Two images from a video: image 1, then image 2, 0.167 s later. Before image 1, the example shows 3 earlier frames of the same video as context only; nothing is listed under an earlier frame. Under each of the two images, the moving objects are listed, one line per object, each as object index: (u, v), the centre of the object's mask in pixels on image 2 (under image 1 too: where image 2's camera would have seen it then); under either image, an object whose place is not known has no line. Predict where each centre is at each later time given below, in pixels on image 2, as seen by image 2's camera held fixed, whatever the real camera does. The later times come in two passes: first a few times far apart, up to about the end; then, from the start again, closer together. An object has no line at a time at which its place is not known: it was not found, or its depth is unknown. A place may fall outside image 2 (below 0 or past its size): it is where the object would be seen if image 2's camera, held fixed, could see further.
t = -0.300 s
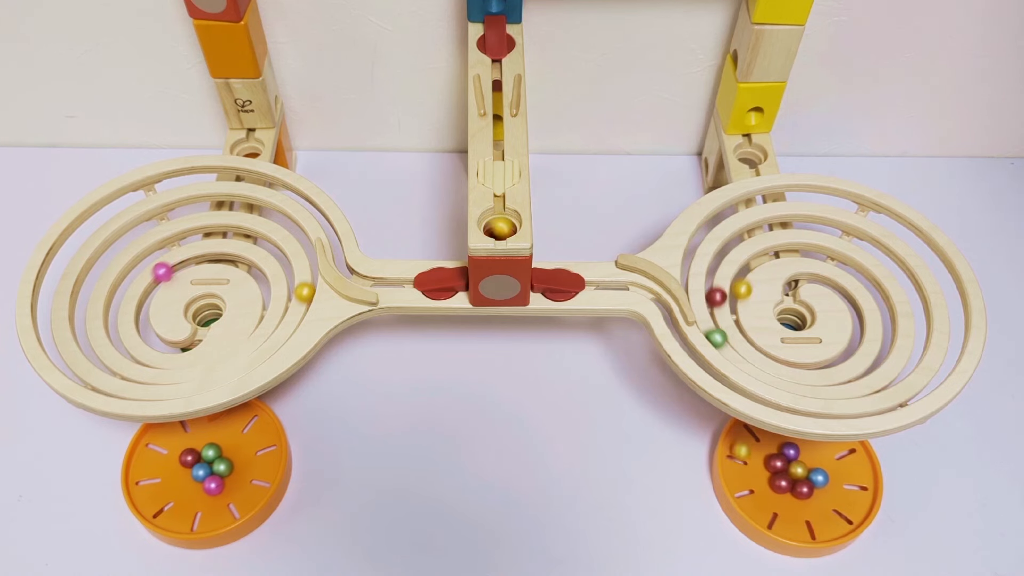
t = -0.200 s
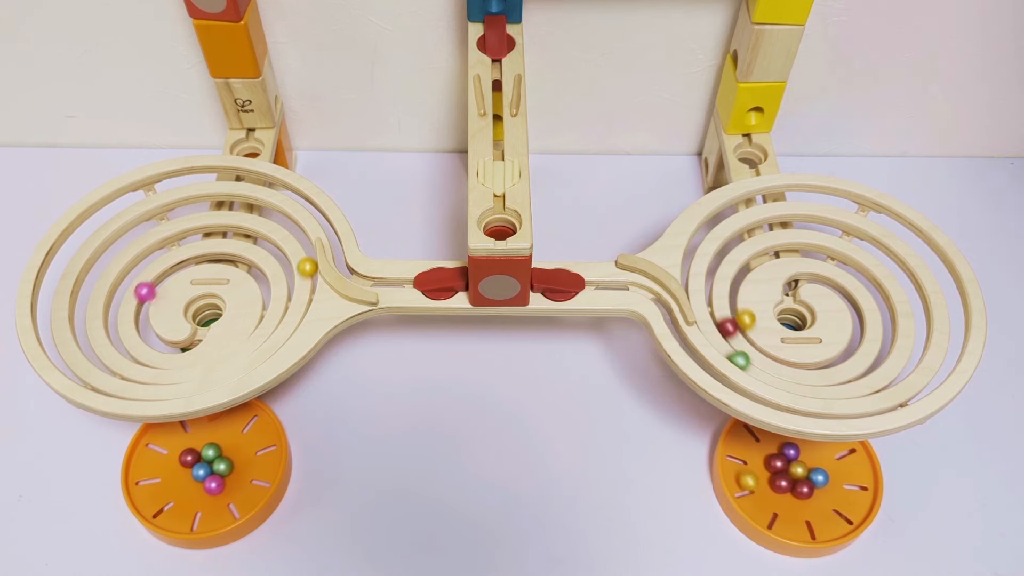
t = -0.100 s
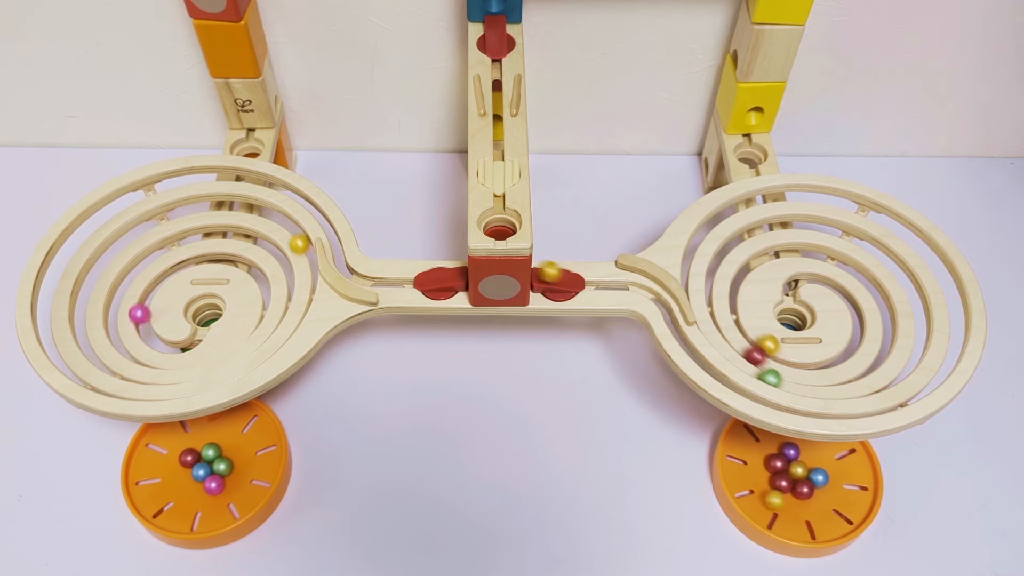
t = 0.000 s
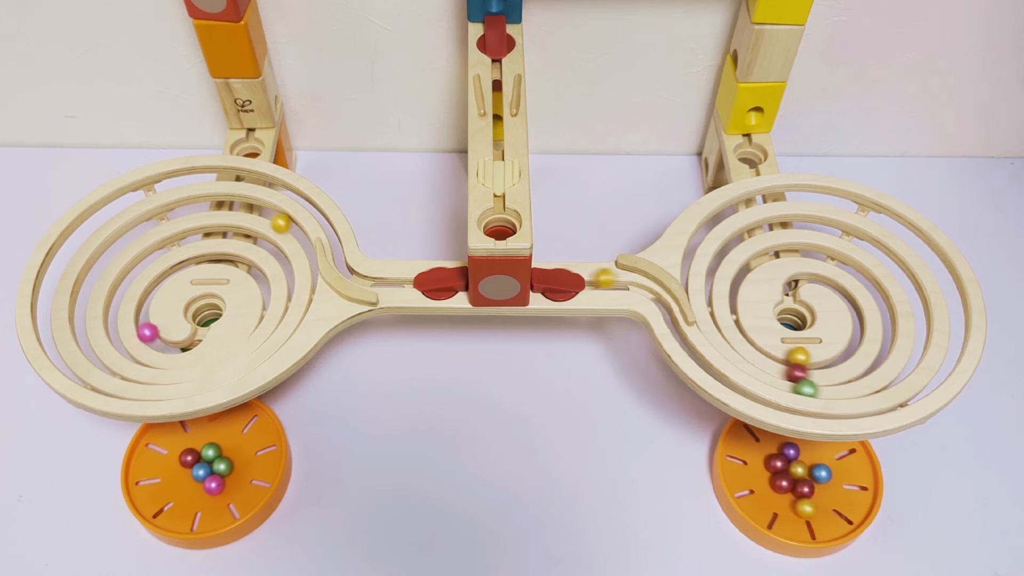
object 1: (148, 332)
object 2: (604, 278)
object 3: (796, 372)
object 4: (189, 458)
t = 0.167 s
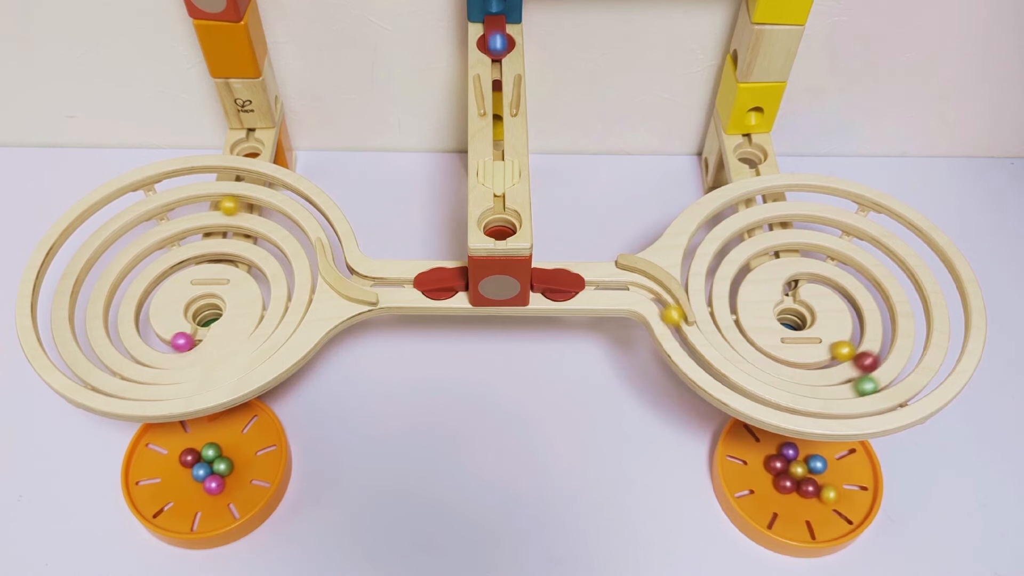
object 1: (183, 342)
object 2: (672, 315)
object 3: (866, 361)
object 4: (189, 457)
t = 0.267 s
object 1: (198, 328)
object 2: (696, 347)
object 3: (884, 329)
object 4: (189, 457)
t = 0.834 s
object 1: (142, 447)
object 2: (873, 404)
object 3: (739, 302)
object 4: (189, 456)
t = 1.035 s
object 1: (143, 496)
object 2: (928, 376)
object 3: (781, 352)
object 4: (190, 456)
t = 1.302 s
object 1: (192, 516)
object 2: (948, 297)
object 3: (850, 344)
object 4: (190, 456)
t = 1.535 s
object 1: (234, 480)
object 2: (896, 228)
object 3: (854, 298)
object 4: (188, 452)
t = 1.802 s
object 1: (240, 460)
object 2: (797, 195)
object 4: (185, 458)
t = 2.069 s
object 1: (235, 465)
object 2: (718, 220)
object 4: (182, 461)
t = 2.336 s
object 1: (235, 465)
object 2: (693, 287)
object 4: (182, 461)
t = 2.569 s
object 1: (235, 465)
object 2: (732, 353)
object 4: (182, 461)
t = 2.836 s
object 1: (235, 465)
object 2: (837, 390)
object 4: (182, 461)
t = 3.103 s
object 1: (235, 465)
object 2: (915, 337)
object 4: (182, 461)
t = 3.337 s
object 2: (885, 258)
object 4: (182, 461)
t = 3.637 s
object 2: (782, 224)
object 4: (183, 461)
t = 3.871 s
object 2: (725, 257)
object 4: (183, 461)
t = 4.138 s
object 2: (731, 332)
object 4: (183, 461)
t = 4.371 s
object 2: (818, 376)
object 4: (183, 460)
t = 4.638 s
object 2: (883, 315)
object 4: (183, 460)
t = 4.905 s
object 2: (788, 252)
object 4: (183, 459)
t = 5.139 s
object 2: (740, 300)
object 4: (179, 460)
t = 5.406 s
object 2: (799, 358)
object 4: (178, 461)
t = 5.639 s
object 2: (854, 340)
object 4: (178, 461)
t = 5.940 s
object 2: (837, 281)
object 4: (178, 461)
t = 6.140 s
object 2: (795, 279)
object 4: (178, 461)
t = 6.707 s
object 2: (746, 444)
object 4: (178, 461)
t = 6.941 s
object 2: (787, 512)
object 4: (178, 461)
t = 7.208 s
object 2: (827, 496)
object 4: (178, 461)
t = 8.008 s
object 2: (827, 495)
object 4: (178, 460)
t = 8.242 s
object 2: (832, 493)
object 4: (178, 460)
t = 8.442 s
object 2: (827, 495)
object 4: (178, 460)
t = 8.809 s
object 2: (827, 495)
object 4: (178, 460)
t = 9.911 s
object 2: (826, 492)
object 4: (178, 460)
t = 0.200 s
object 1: (189, 338)
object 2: (679, 326)
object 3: (875, 352)
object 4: (189, 457)
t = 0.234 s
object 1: (194, 334)
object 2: (687, 337)
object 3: (880, 341)
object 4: (189, 457)
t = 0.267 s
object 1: (198, 328)
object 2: (696, 347)
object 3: (884, 329)
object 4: (189, 457)
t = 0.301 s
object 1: (201, 322)
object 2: (705, 356)
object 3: (883, 317)
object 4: (189, 457)
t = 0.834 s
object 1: (142, 447)
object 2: (873, 404)
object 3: (739, 302)
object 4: (189, 456)
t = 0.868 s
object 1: (139, 456)
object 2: (883, 402)
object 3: (741, 312)
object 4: (189, 456)
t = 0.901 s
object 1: (137, 466)
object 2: (893, 398)
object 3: (745, 322)
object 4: (189, 456)
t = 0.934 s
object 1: (136, 475)
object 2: (903, 394)
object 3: (752, 332)
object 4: (189, 456)
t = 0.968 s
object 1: (137, 482)
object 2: (912, 389)
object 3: (761, 340)
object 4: (189, 456)
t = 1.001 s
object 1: (139, 489)
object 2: (921, 383)
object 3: (770, 347)
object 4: (189, 456)
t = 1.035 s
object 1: (143, 496)
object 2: (928, 376)
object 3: (781, 352)
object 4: (190, 456)
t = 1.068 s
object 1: (147, 502)
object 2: (936, 367)
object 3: (791, 356)
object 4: (190, 456)
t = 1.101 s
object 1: (152, 508)
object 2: (942, 359)
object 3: (801, 358)
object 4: (190, 456)
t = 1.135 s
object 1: (157, 511)
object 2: (946, 350)
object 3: (811, 359)
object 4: (190, 456)
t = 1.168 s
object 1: (163, 515)
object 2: (949, 340)
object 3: (821, 358)
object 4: (190, 456)
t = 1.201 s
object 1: (169, 516)
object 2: (951, 329)
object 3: (829, 356)
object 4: (190, 456)
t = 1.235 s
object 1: (176, 517)
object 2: (952, 319)
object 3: (838, 353)
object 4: (190, 456)
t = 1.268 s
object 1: (184, 517)
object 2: (950, 307)
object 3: (844, 349)
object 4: (190, 456)
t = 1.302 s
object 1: (192, 516)
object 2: (948, 297)
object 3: (850, 344)
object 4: (190, 456)
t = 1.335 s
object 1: (200, 512)
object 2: (944, 285)
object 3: (855, 339)
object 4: (190, 456)
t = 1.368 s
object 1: (207, 506)
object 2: (939, 274)
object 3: (859, 333)
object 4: (190, 456)
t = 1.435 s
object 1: (221, 497)
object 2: (925, 254)
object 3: (861, 319)
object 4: (188, 453)
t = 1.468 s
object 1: (227, 492)
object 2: (916, 244)
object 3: (860, 312)
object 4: (188, 452)
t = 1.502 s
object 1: (231, 486)
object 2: (906, 235)
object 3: (858, 305)
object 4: (188, 452)
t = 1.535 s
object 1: (234, 480)
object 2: (896, 228)
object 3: (854, 298)
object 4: (188, 452)
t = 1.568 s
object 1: (236, 473)
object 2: (884, 221)
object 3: (849, 292)
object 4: (188, 452)
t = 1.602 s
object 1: (239, 468)
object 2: (872, 213)
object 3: (843, 287)
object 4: (187, 452)
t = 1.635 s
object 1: (240, 465)
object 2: (860, 208)
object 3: (836, 281)
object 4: (186, 453)
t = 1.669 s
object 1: (241, 462)
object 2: (847, 204)
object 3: (828, 277)
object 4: (186, 454)
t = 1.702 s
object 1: (241, 460)
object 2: (835, 201)
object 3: (821, 274)
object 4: (186, 455)
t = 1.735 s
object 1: (241, 459)
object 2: (822, 198)
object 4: (186, 456)
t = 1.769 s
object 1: (241, 459)
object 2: (809, 196)
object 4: (185, 457)
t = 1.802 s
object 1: (240, 460)
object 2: (797, 195)
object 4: (185, 458)
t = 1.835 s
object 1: (239, 461)
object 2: (785, 196)
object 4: (184, 459)
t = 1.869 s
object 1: (238, 462)
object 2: (774, 196)
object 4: (183, 460)
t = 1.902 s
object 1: (237, 463)
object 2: (762, 199)
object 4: (183, 461)
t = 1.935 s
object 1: (236, 463)
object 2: (753, 201)
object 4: (182, 461)
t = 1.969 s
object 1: (236, 464)
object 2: (743, 205)
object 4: (182, 461)
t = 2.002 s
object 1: (235, 464)
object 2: (734, 209)
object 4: (182, 461)
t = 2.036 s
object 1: (235, 465)
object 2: (725, 215)
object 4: (182, 461)
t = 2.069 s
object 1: (235, 465)
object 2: (718, 220)
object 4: (182, 461)
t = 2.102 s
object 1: (235, 465)
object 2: (712, 227)
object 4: (182, 461)
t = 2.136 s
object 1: (235, 465)
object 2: (706, 233)
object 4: (182, 461)
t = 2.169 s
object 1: (235, 465)
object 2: (701, 242)
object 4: (182, 461)
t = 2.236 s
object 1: (235, 465)
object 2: (694, 258)
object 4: (182, 461)
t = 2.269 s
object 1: (235, 465)
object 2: (693, 268)
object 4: (183, 461)
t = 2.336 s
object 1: (235, 465)
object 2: (693, 287)
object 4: (182, 461)
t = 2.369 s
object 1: (235, 465)
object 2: (696, 297)
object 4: (183, 461)
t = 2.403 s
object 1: (235, 465)
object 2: (699, 306)
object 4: (183, 461)
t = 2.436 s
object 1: (235, 465)
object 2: (703, 316)
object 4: (182, 461)
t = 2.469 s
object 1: (235, 465)
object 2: (707, 326)
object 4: (182, 461)
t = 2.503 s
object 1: (235, 465)
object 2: (715, 335)
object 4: (182, 461)
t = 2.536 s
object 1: (235, 465)
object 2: (722, 344)
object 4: (182, 461)
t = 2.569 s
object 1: (235, 465)
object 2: (732, 353)
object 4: (182, 461)
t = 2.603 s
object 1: (235, 465)
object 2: (742, 361)
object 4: (182, 461)
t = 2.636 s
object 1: (235, 465)
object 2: (754, 369)
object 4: (182, 461)
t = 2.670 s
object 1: (235, 465)
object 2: (767, 376)
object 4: (182, 461)
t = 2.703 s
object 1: (234, 465)
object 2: (780, 381)
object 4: (182, 461)
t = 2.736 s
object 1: (235, 465)
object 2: (794, 385)
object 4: (182, 461)
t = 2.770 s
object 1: (235, 465)
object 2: (807, 388)
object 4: (182, 461)
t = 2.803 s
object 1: (235, 465)
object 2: (822, 390)
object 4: (182, 461)
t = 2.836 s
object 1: (235, 465)
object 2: (837, 390)
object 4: (182, 461)
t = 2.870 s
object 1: (235, 465)
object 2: (850, 389)
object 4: (182, 461)
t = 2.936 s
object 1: (235, 465)
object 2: (877, 381)
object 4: (182, 461)
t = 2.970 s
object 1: (235, 465)
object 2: (888, 375)
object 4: (182, 461)
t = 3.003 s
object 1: (234, 465)
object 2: (897, 367)
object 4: (182, 461)
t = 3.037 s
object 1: (235, 465)
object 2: (905, 358)
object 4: (182, 461)
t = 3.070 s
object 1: (235, 465)
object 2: (910, 348)
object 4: (182, 461)
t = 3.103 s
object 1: (235, 465)
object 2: (915, 337)
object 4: (182, 461)
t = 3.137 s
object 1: (235, 465)
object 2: (916, 325)
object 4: (183, 461)
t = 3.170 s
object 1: (234, 465)
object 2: (915, 313)
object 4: (182, 461)
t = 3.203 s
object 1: (235, 465)
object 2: (914, 301)
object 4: (182, 461)
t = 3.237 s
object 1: (234, 465)
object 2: (909, 290)
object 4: (182, 461)
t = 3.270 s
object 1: (234, 465)
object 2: (903, 279)
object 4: (182, 461)
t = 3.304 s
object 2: (895, 268)
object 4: (182, 461)
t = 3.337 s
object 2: (885, 258)
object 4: (182, 461)
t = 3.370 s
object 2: (875, 249)
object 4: (183, 461)
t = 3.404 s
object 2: (864, 242)
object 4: (182, 461)
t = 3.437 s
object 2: (852, 236)
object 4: (182, 461)
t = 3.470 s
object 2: (841, 231)
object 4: (183, 461)
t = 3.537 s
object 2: (816, 224)
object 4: (182, 461)
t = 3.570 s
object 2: (804, 223)
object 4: (183, 461)
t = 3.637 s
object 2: (782, 224)
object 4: (183, 461)
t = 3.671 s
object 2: (771, 226)
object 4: (183, 461)
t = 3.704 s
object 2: (761, 229)
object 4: (183, 461)
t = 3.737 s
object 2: (752, 232)
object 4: (183, 461)
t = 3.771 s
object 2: (744, 238)
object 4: (183, 461)
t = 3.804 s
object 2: (737, 243)
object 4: (183, 461)
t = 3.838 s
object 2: (730, 250)
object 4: (183, 461)
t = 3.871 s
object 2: (725, 257)
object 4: (183, 461)
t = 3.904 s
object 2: (721, 265)
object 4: (183, 461)
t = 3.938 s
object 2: (718, 273)
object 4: (182, 461)
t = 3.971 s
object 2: (717, 283)
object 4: (182, 461)
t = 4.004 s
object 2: (716, 292)
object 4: (182, 461)
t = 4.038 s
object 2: (717, 302)
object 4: (182, 461)
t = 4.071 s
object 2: (720, 312)
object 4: (182, 461)
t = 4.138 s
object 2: (731, 332)
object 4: (183, 461)
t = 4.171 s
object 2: (740, 341)
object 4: (182, 461)
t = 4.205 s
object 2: (749, 350)
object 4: (182, 461)
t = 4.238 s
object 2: (760, 359)
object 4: (183, 460)
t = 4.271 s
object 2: (773, 366)
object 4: (183, 460)
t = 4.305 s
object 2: (788, 372)
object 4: (183, 460)
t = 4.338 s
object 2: (803, 375)
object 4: (183, 460)
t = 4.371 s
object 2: (818, 376)
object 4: (183, 460)
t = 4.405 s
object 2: (832, 375)
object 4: (183, 460)
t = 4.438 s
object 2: (846, 372)
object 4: (183, 460)
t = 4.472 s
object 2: (858, 367)
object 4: (183, 460)
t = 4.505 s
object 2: (868, 359)
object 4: (183, 460)
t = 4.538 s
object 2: (876, 350)
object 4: (183, 460)
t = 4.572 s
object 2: (881, 339)
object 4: (183, 460)
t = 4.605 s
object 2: (884, 327)
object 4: (183, 460)
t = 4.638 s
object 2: (883, 315)
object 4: (183, 460)
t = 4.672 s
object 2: (879, 302)
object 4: (183, 460)
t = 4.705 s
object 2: (873, 290)
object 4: (183, 460)
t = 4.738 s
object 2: (865, 280)
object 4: (183, 460)
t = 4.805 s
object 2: (828, 257)
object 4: (183, 460)
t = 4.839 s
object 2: (814, 253)
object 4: (183, 460)
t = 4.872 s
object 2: (800, 252)
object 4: (183, 460)
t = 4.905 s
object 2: (788, 252)
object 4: (183, 459)
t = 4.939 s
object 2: (775, 255)
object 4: (181, 458)
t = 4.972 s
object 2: (764, 259)
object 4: (181, 457)
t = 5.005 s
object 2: (756, 265)
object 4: (181, 458)
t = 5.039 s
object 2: (748, 273)
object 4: (181, 459)
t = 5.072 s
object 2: (743, 281)
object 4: (180, 459)
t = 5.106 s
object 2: (740, 290)
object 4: (180, 459)
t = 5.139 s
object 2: (740, 300)
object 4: (179, 460)
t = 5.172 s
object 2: (741, 311)
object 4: (179, 460)
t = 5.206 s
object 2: (745, 321)
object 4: (179, 461)
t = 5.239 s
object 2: (752, 330)
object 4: (179, 461)
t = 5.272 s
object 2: (760, 339)
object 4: (179, 461)
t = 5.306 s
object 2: (769, 345)
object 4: (178, 461)
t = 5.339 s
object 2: (779, 351)
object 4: (178, 461)
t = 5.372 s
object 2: (789, 355)
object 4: (178, 461)
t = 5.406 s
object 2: (799, 358)
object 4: (178, 461)
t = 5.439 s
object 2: (809, 359)
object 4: (178, 461)
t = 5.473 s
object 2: (819, 358)
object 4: (178, 461)
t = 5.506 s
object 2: (828, 357)
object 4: (178, 461)
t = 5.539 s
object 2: (836, 354)
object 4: (178, 461)
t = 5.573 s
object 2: (843, 350)
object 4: (178, 461)
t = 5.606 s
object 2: (849, 346)
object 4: (178, 461)
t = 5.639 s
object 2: (854, 340)
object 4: (178, 461)
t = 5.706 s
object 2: (860, 327)
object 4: (178, 461)
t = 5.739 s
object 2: (861, 320)
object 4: (178, 461)
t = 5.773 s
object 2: (861, 313)
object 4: (178, 461)
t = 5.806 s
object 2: (859, 306)
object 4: (178, 461)
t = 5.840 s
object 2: (855, 299)
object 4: (178, 461)
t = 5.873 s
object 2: (849, 293)
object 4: (178, 461)
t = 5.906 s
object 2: (844, 286)
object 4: (178, 461)
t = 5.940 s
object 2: (837, 281)
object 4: (178, 461)
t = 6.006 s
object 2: (821, 274)
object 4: (178, 461)
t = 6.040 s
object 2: (813, 272)
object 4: (178, 461)
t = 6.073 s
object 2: (805, 273)
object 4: (178, 461)
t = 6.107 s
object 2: (799, 275)
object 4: (178, 461)
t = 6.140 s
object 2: (795, 279)
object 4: (178, 461)
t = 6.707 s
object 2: (746, 444)
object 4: (178, 461)
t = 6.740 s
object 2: (745, 458)
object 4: (178, 461)
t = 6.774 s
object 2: (745, 471)
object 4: (178, 461)
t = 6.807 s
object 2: (750, 482)
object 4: (178, 461)
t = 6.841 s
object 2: (757, 492)
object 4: (178, 461)
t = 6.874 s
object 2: (766, 500)
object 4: (178, 461)
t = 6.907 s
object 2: (777, 506)
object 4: (178, 461)
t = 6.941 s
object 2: (787, 512)
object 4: (178, 461)
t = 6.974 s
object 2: (798, 515)
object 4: (178, 461)
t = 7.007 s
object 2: (807, 515)
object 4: (178, 461)
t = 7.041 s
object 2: (814, 513)
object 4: (178, 461)
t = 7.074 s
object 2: (820, 508)
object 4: (178, 461)
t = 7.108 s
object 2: (825, 500)
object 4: (178, 461)
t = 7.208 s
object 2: (827, 496)
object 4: (178, 461)
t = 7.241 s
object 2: (827, 495)
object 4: (178, 461)
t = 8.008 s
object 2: (827, 495)
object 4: (178, 460)
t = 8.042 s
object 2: (826, 495)
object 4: (178, 460)
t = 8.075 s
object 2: (828, 495)
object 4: (178, 460)
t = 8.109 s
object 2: (832, 494)
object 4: (178, 460)
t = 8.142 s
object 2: (833, 493)
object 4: (178, 460)
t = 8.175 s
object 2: (833, 493)
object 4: (178, 460)
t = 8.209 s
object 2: (833, 493)
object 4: (178, 460)
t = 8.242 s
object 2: (832, 493)
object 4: (178, 460)
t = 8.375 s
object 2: (827, 495)
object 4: (178, 460)
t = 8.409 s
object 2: (827, 495)
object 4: (178, 460)
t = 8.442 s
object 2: (827, 495)
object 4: (178, 460)
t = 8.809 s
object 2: (827, 495)
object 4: (178, 460)
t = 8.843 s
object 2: (827, 495)
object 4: (178, 460)
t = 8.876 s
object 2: (827, 495)
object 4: (178, 460)
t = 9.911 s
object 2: (826, 492)
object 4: (178, 460)
